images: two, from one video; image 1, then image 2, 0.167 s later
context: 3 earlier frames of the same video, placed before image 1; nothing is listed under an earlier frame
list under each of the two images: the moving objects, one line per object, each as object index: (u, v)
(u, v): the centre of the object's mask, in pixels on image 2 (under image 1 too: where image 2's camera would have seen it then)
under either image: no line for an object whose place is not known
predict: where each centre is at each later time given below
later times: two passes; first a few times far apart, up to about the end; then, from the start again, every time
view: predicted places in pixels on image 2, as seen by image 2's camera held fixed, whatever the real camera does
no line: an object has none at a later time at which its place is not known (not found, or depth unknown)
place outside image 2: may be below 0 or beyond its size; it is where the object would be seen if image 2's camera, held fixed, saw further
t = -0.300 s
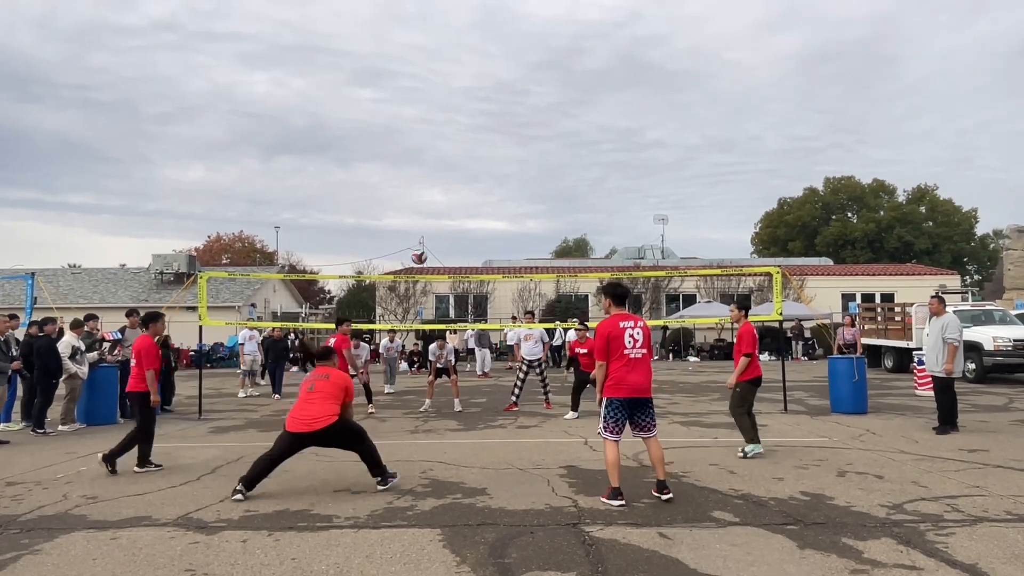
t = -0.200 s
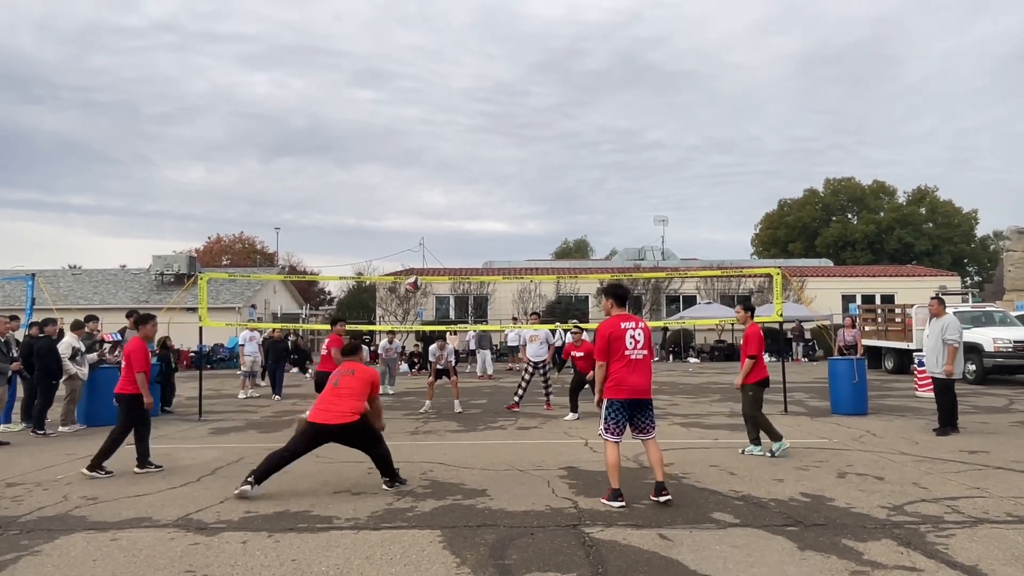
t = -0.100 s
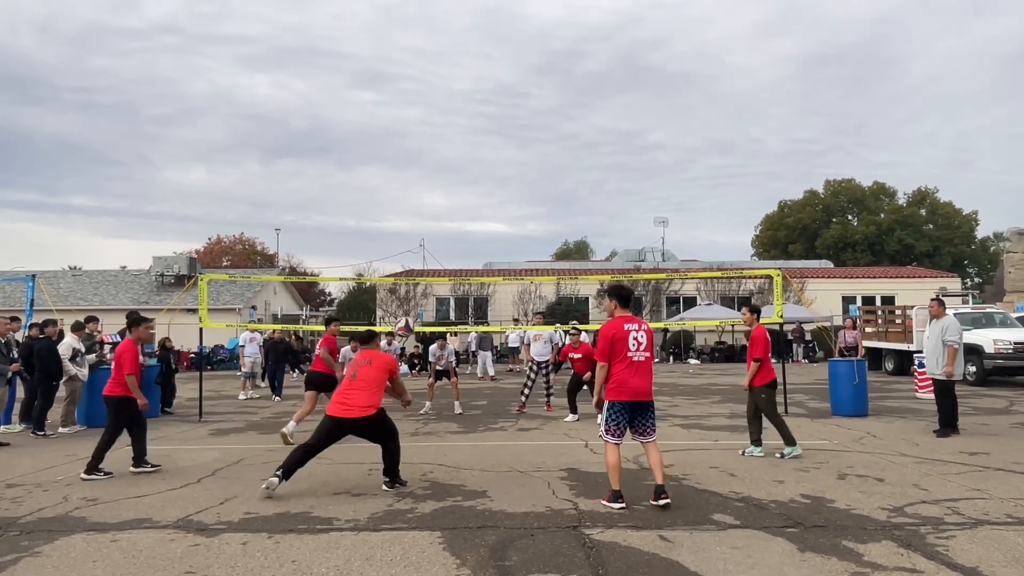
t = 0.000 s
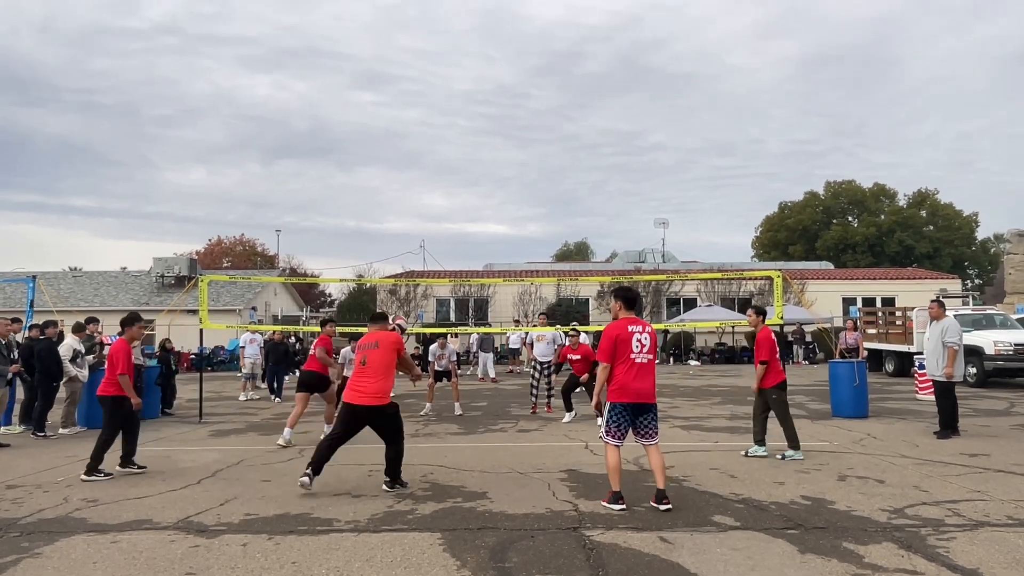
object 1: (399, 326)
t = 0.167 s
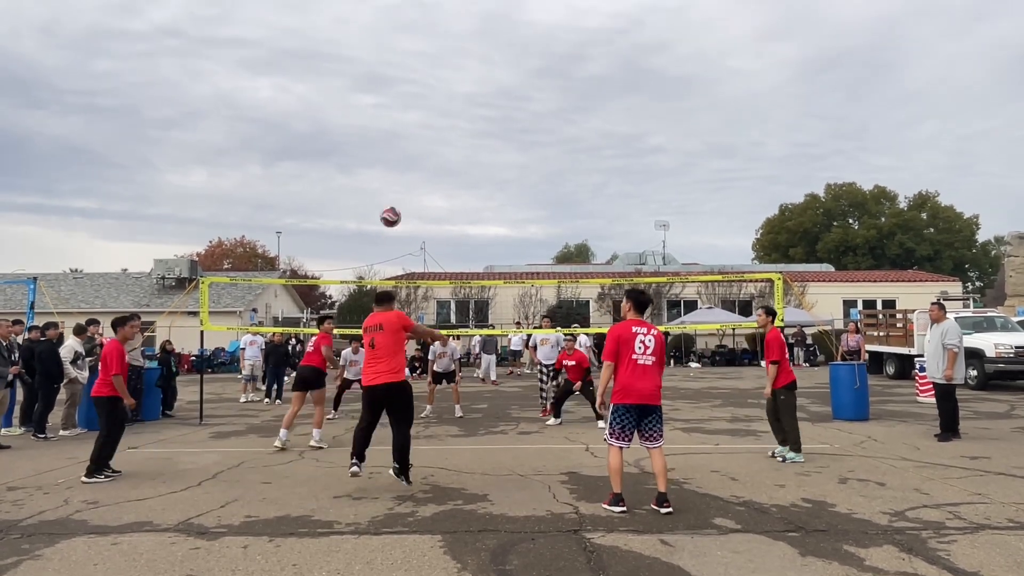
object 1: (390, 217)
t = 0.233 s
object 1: (388, 182)
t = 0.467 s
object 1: (380, 99)
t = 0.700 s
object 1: (373, 70)
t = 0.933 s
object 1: (367, 89)
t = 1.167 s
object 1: (362, 152)
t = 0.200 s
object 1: (389, 199)
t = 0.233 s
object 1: (388, 182)
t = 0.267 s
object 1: (386, 167)
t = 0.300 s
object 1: (385, 152)
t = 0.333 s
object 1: (384, 140)
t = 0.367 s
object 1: (383, 128)
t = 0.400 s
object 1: (382, 117)
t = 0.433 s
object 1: (381, 108)
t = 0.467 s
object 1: (380, 99)
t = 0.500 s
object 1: (379, 92)
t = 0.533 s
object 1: (378, 85)
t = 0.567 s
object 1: (377, 80)
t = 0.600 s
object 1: (376, 76)
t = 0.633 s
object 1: (375, 73)
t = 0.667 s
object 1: (374, 71)
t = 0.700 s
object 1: (373, 70)
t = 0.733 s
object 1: (372, 70)
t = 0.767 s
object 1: (371, 70)
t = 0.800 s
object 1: (370, 72)
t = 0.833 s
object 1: (369, 75)
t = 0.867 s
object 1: (368, 78)
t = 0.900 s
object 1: (368, 83)
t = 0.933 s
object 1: (367, 89)
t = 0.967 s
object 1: (366, 95)
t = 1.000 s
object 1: (365, 102)
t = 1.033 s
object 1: (365, 111)
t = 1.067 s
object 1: (364, 119)
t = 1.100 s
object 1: (363, 129)
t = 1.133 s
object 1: (362, 140)
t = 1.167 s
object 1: (362, 152)
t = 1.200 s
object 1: (361, 164)
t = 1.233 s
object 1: (361, 178)
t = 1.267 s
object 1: (360, 191)
